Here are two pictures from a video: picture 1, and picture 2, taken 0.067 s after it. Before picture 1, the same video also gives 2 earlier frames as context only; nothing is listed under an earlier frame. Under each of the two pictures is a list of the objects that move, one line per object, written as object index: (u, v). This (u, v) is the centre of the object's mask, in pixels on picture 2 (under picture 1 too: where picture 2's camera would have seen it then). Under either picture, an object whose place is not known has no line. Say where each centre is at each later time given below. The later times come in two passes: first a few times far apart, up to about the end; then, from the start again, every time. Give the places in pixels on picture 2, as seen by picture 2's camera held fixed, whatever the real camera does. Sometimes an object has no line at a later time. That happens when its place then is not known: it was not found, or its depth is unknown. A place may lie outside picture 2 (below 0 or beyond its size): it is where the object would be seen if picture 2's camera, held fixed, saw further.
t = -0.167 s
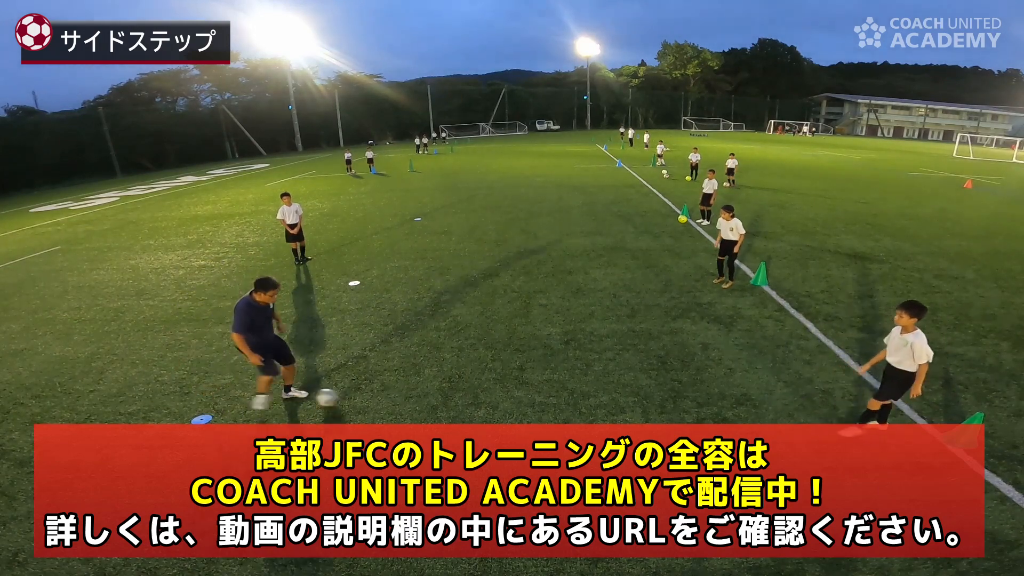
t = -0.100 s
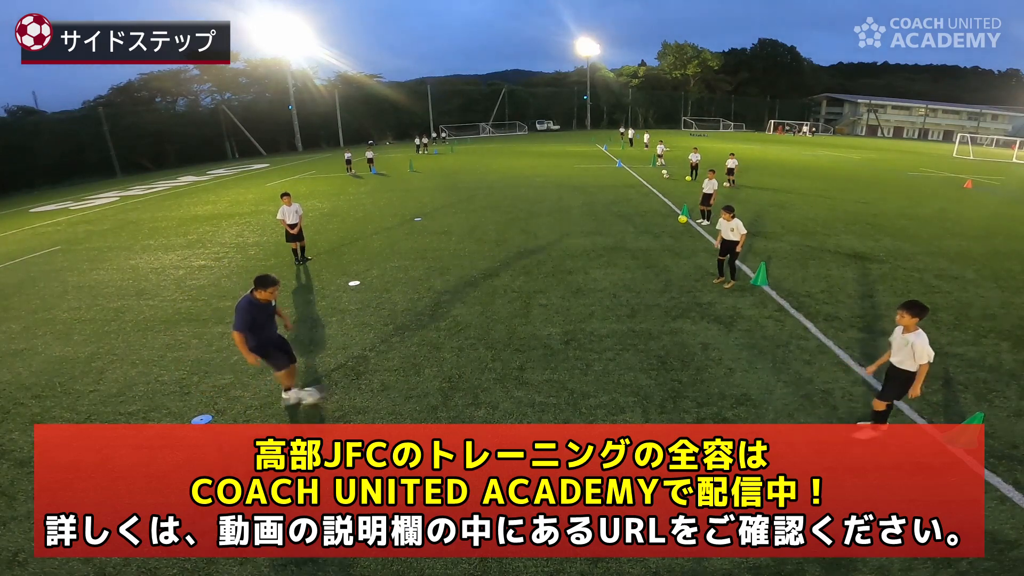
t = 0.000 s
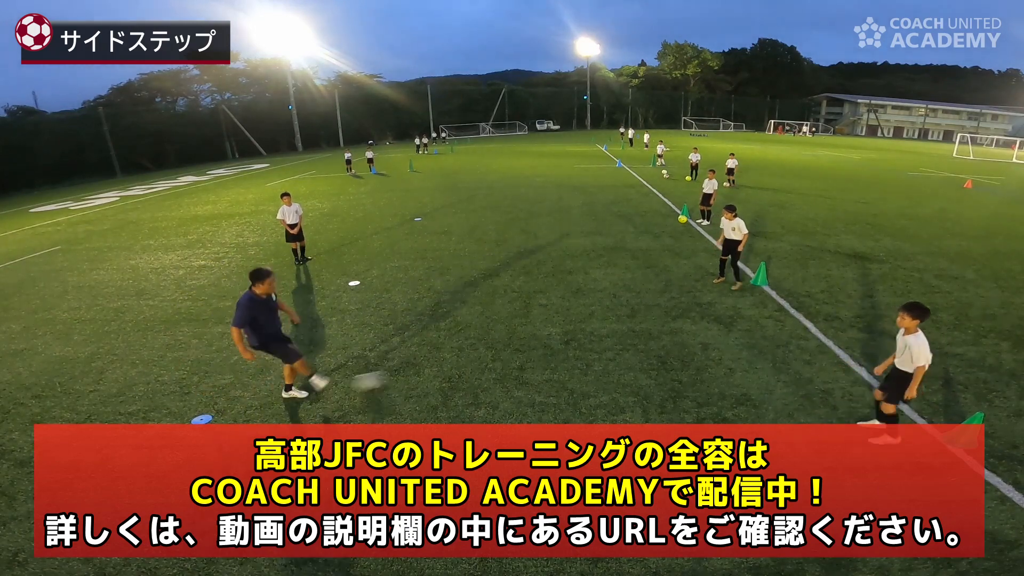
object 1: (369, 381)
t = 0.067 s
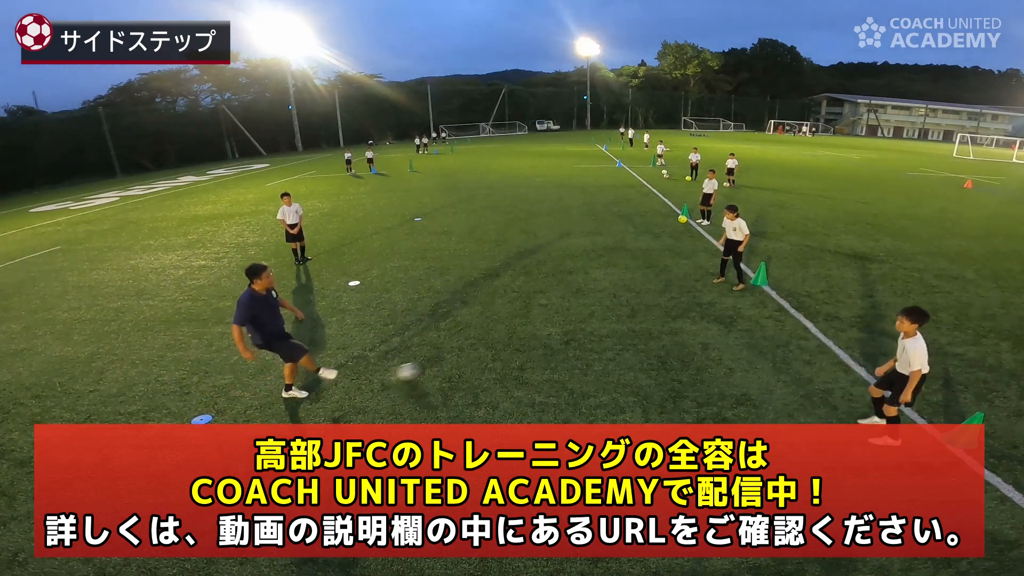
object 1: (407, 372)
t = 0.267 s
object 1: (495, 349)
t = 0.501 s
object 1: (567, 328)
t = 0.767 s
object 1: (633, 308)
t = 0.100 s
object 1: (423, 368)
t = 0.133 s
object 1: (440, 364)
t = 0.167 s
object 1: (455, 359)
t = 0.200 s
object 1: (468, 355)
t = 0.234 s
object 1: (481, 352)
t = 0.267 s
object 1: (495, 349)
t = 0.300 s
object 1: (506, 346)
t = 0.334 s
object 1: (517, 342)
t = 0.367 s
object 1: (528, 339)
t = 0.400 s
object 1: (538, 337)
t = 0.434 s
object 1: (548, 333)
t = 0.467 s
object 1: (558, 330)
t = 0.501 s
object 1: (567, 328)
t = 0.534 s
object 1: (576, 326)
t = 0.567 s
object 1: (586, 322)
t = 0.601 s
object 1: (594, 319)
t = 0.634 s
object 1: (602, 317)
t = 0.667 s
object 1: (611, 315)
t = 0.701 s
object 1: (618, 312)
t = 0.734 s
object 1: (625, 310)
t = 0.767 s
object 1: (633, 308)
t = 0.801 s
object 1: (640, 305)
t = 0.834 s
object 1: (647, 304)
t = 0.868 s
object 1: (654, 301)
